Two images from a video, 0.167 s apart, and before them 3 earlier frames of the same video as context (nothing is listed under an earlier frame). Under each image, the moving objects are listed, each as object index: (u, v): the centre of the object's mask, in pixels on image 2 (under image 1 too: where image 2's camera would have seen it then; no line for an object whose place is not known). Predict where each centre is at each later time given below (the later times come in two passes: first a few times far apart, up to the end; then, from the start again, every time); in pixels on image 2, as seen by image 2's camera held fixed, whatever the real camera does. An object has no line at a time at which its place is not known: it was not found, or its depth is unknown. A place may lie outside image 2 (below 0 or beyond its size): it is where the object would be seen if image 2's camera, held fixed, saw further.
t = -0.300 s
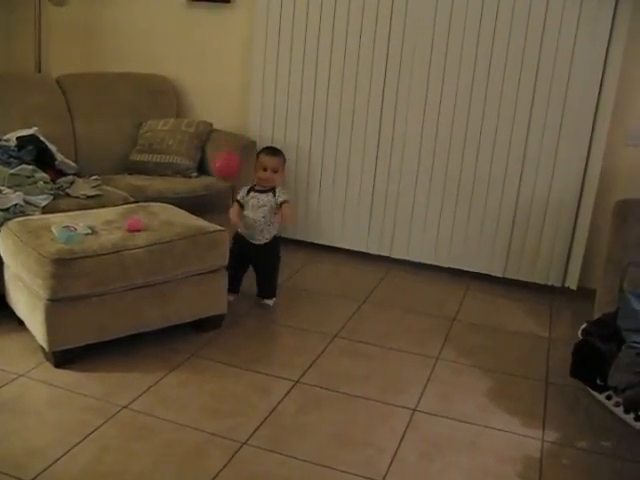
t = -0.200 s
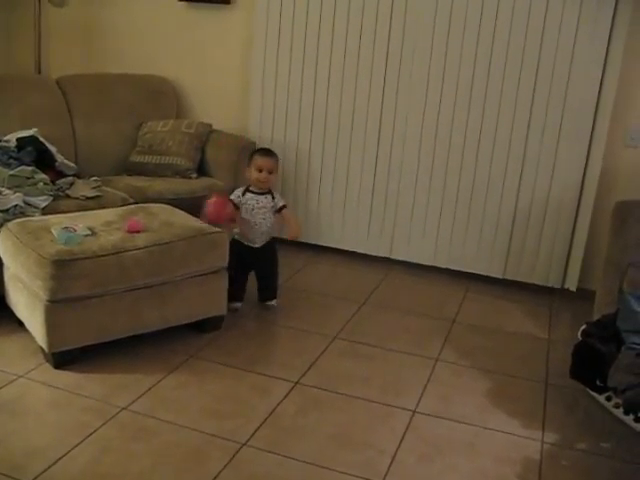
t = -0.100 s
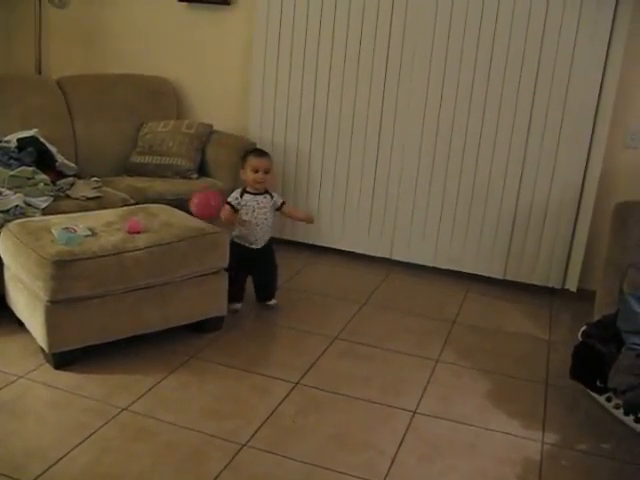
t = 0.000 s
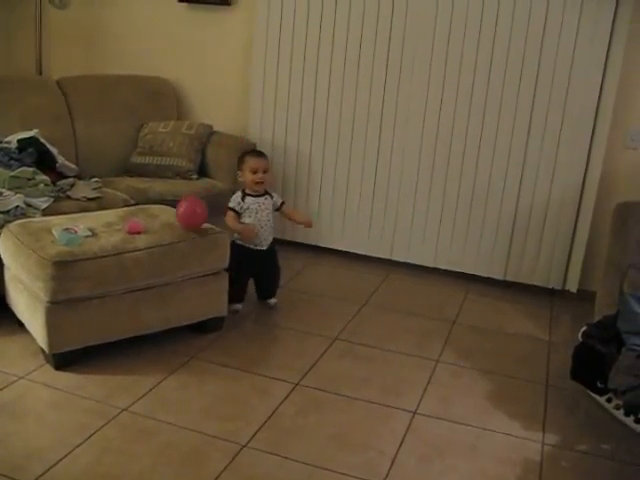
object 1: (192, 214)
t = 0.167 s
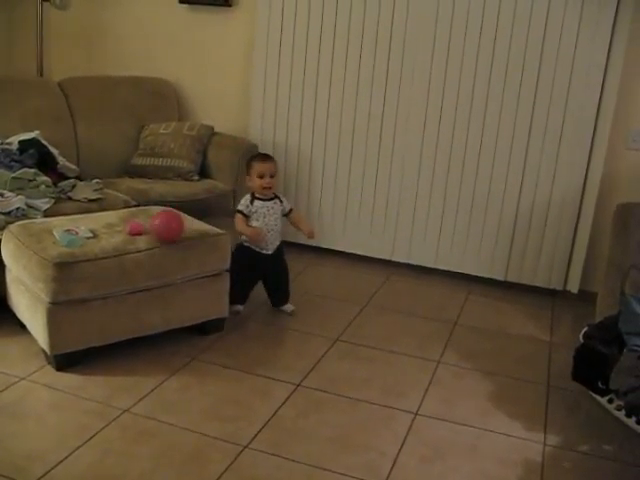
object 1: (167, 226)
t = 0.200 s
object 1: (162, 228)
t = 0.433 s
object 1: (125, 239)
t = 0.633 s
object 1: (101, 272)
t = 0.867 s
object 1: (84, 361)
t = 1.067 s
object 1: (68, 341)
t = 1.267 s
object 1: (56, 430)
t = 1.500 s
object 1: (35, 426)
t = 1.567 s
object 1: (31, 452)
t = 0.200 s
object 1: (162, 228)
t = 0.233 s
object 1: (158, 230)
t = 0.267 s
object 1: (152, 231)
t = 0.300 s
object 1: (146, 232)
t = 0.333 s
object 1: (141, 233)
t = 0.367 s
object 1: (136, 235)
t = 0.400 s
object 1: (130, 237)
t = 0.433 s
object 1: (125, 239)
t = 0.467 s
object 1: (121, 240)
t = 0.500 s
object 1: (116, 244)
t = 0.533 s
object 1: (112, 249)
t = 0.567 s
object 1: (109, 254)
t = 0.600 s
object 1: (105, 262)
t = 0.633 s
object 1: (101, 272)
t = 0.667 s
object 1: (99, 283)
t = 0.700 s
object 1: (96, 300)
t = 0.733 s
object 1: (94, 318)
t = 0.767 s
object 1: (92, 341)
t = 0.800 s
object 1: (90, 362)
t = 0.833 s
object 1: (88, 374)
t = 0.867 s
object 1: (84, 361)
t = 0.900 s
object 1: (81, 353)
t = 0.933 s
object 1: (78, 344)
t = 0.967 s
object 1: (75, 340)
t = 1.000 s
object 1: (73, 337)
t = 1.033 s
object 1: (71, 337)
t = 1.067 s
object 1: (68, 341)
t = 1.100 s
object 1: (65, 348)
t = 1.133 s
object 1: (64, 356)
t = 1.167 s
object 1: (61, 369)
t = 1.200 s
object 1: (58, 385)
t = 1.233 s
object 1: (57, 406)
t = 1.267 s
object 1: (56, 430)
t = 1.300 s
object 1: (53, 430)
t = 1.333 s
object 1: (49, 422)
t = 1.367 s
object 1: (46, 416)
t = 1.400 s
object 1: (43, 414)
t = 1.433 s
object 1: (40, 415)
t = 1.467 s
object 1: (38, 419)
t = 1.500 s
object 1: (35, 426)
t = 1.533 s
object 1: (33, 437)
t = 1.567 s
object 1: (31, 452)
